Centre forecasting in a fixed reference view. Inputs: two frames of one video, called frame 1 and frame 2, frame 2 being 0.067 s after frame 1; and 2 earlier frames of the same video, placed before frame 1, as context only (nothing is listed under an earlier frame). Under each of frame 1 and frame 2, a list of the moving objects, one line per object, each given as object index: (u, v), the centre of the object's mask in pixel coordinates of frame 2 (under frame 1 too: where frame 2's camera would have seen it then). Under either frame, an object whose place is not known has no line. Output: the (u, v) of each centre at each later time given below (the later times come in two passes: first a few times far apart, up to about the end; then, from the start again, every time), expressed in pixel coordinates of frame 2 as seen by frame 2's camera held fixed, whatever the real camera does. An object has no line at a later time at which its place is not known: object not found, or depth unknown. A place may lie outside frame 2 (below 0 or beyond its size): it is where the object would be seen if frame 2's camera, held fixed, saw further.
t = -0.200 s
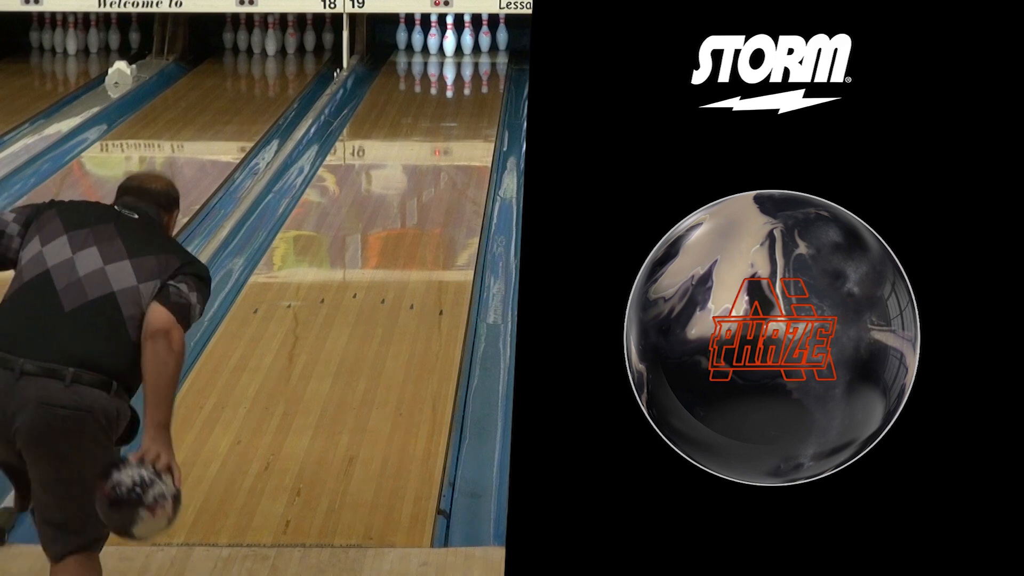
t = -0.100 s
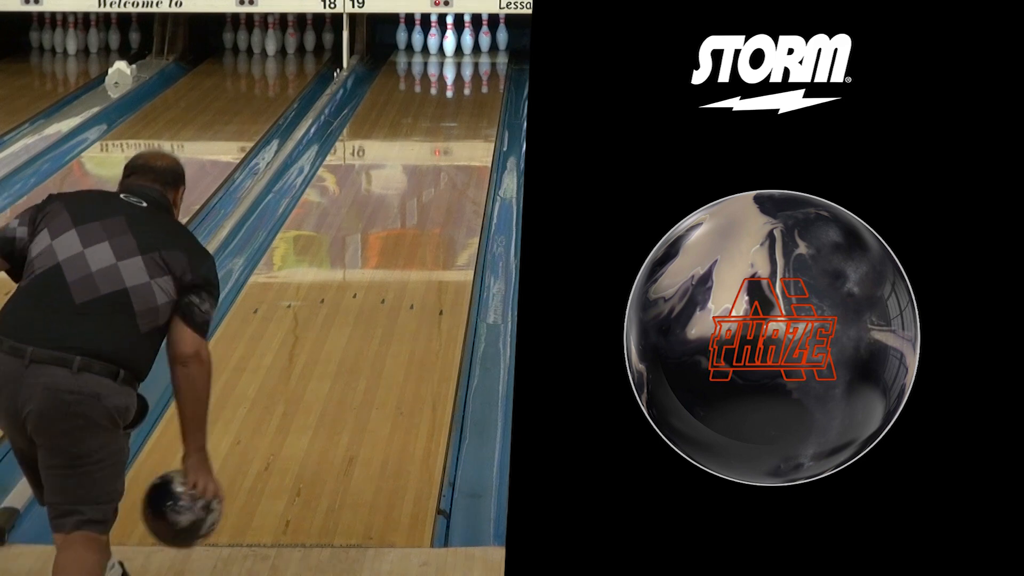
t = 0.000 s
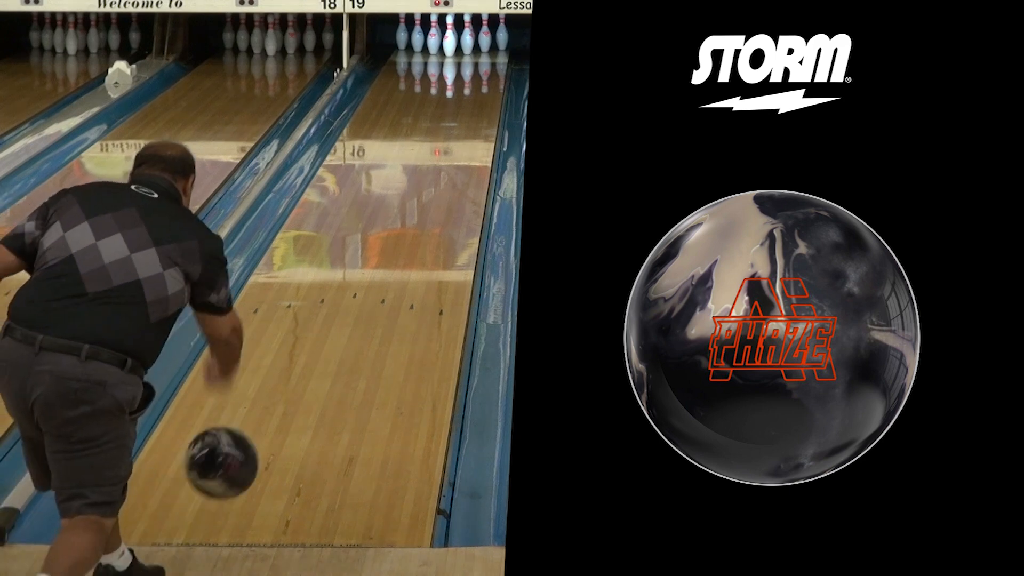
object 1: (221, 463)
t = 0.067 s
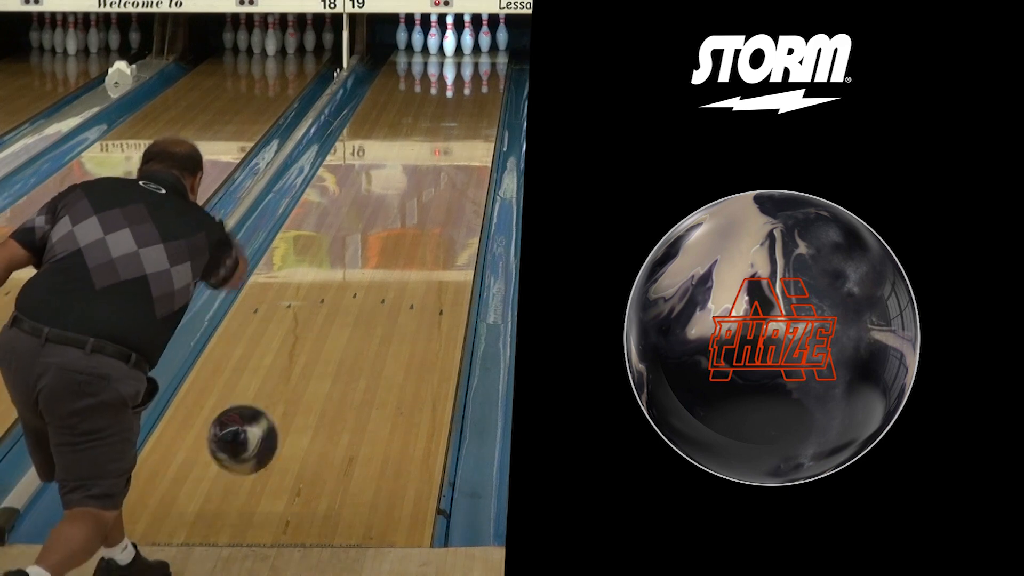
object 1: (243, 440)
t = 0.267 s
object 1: (297, 416)
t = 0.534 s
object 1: (349, 328)
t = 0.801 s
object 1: (386, 264)
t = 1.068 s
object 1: (414, 214)
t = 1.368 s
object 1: (438, 170)
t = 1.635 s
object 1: (453, 139)
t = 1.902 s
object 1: (465, 112)
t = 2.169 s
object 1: (473, 91)
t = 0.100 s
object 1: (253, 434)
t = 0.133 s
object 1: (263, 432)
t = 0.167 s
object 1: (272, 432)
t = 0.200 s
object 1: (281, 437)
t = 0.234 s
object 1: (289, 430)
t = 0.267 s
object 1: (297, 416)
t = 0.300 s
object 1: (304, 404)
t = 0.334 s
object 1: (311, 392)
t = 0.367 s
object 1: (318, 380)
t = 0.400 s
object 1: (325, 369)
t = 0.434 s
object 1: (331, 359)
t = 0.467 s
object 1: (337, 348)
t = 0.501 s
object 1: (343, 338)
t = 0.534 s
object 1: (349, 328)
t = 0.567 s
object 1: (354, 319)
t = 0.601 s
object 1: (359, 310)
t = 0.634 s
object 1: (364, 302)
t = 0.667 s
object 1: (368, 294)
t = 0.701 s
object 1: (373, 286)
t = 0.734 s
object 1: (378, 278)
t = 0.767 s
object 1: (381, 271)
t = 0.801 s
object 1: (386, 264)
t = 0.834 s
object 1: (390, 257)
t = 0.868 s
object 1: (393, 250)
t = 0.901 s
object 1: (397, 243)
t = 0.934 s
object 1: (400, 238)
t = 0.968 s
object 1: (404, 232)
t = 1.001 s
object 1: (408, 226)
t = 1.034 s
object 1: (411, 220)
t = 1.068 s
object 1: (414, 214)
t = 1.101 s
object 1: (416, 209)
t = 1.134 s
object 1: (419, 204)
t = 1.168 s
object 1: (422, 199)
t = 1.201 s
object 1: (425, 194)
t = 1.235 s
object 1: (428, 189)
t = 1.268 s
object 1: (430, 184)
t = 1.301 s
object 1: (433, 179)
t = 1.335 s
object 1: (435, 175)
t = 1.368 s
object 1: (438, 170)
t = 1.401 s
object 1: (440, 166)
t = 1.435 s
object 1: (442, 162)
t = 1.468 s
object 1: (444, 158)
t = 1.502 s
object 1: (446, 154)
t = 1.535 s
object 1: (448, 150)
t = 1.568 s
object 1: (450, 146)
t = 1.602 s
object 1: (452, 142)
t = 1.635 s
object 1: (453, 139)
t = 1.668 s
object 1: (456, 135)
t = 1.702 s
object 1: (457, 132)
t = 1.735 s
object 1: (458, 128)
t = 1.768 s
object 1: (460, 125)
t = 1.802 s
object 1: (462, 122)
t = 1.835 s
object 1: (463, 118)
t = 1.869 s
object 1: (464, 115)
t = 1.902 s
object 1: (465, 112)
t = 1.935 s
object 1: (467, 109)
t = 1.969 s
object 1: (468, 106)
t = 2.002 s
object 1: (469, 104)
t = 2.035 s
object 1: (470, 101)
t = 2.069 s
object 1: (471, 98)
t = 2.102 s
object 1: (472, 96)
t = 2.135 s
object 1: (472, 93)
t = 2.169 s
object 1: (473, 91)
